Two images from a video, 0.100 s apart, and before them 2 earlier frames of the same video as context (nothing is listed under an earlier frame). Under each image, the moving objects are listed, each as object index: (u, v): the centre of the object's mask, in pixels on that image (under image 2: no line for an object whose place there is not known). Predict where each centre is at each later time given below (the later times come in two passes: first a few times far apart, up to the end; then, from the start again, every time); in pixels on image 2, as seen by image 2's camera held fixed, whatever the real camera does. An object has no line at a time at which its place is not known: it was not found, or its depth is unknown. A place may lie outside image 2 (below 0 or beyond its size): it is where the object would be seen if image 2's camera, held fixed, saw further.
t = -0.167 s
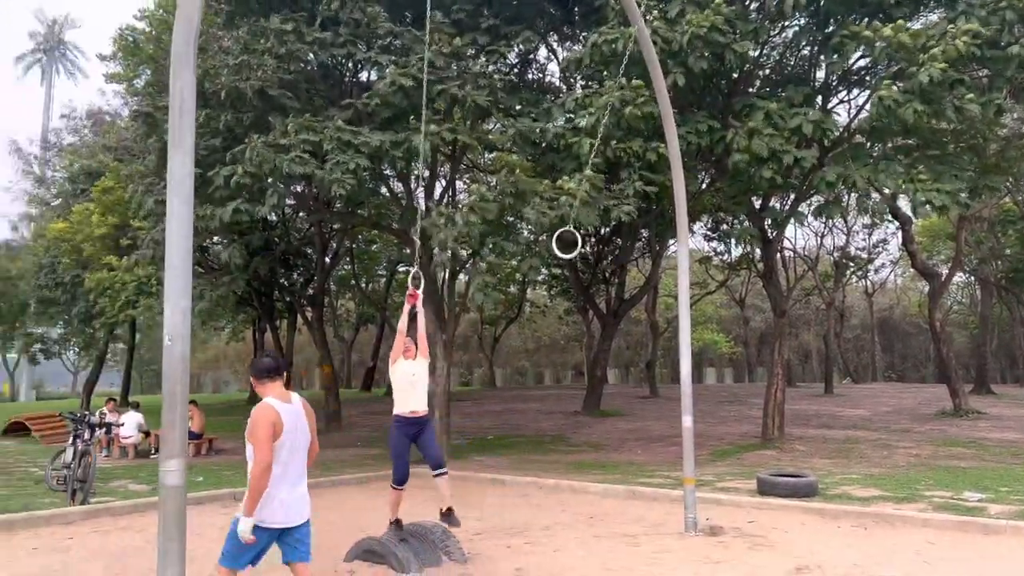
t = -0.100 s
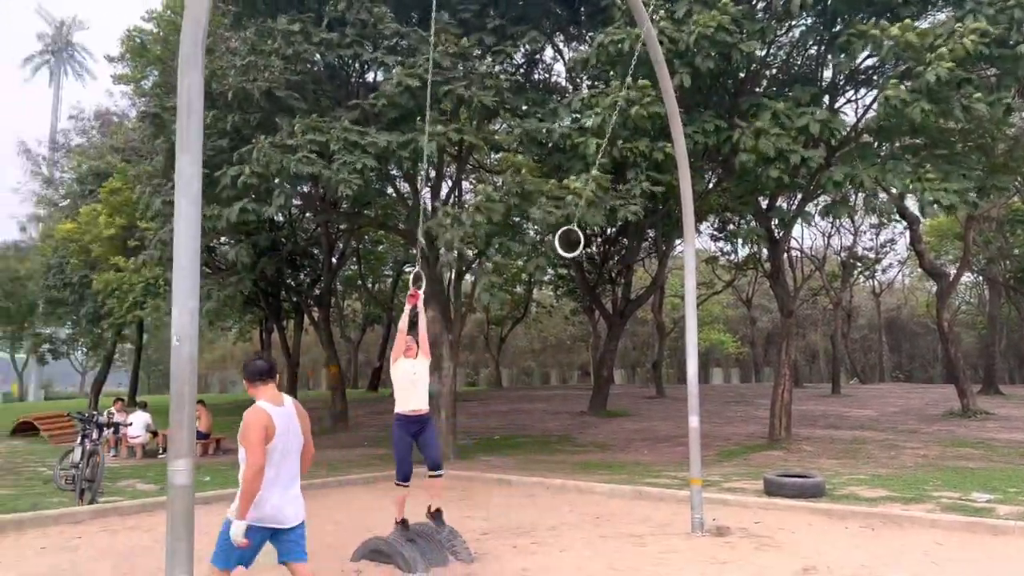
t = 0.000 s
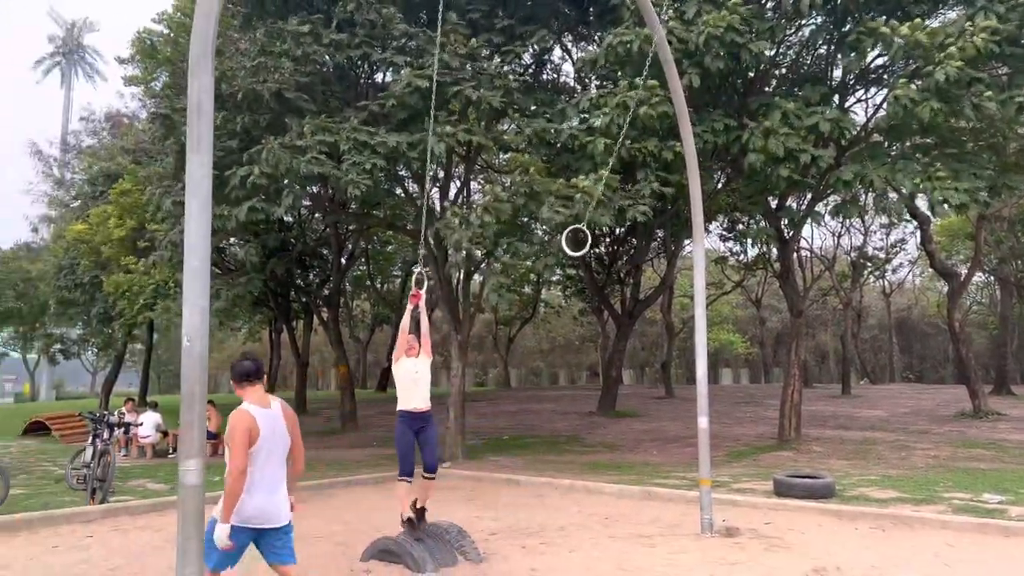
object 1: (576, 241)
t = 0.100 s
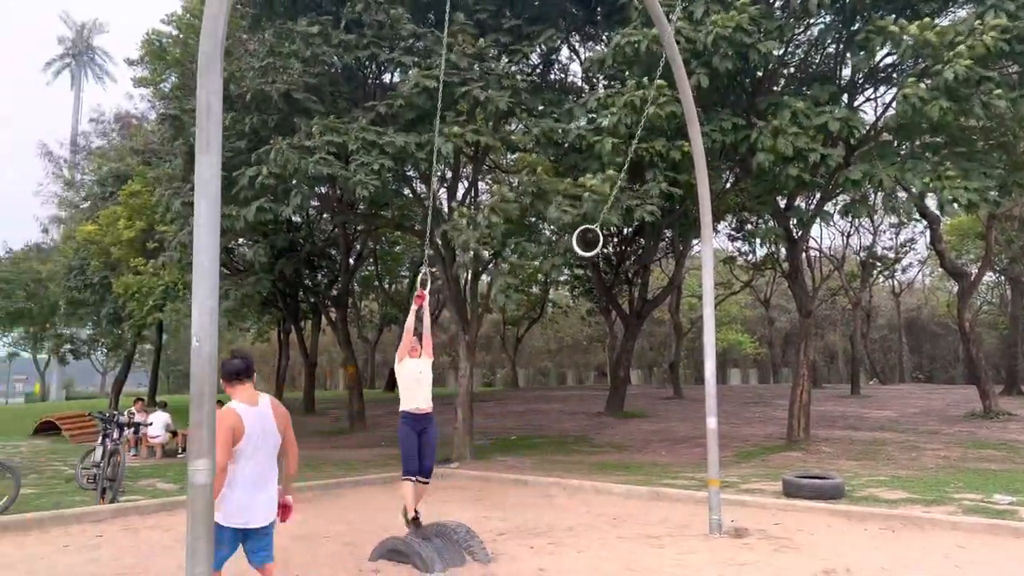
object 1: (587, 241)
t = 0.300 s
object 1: (612, 248)
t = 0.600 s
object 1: (688, 258)
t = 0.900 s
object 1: (784, 247)
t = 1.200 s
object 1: (862, 223)
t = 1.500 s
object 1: (909, 203)
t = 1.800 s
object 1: (891, 209)
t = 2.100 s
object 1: (800, 245)
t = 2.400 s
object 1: (703, 258)
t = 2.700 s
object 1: (641, 254)
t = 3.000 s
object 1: (602, 245)
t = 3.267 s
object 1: (597, 241)
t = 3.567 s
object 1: (638, 252)
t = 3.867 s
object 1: (725, 254)
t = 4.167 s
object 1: (800, 242)
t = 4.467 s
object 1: (867, 218)
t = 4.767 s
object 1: (897, 205)
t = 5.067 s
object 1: (857, 221)
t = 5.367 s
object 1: (763, 247)
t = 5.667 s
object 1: (684, 255)
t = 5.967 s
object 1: (629, 250)
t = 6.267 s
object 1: (599, 243)
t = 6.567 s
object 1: (609, 243)
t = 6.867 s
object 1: (669, 255)
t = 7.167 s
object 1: (750, 249)
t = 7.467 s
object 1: (819, 233)
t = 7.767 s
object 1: (874, 213)
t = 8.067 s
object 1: (881, 206)
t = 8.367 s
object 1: (819, 233)
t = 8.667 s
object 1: (733, 249)
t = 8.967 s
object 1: (669, 253)
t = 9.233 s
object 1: (629, 248)
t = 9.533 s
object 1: (607, 241)
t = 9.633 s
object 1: (610, 240)
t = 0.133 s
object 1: (590, 241)
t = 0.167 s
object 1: (593, 242)
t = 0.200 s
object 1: (597, 243)
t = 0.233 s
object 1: (601, 245)
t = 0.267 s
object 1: (606, 246)
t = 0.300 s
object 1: (612, 248)
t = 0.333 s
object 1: (619, 249)
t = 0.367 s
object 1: (625, 251)
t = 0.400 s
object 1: (633, 253)
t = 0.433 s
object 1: (642, 255)
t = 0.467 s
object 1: (651, 255)
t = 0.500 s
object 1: (660, 257)
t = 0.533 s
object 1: (670, 258)
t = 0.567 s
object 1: (680, 258)
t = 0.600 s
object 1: (688, 258)
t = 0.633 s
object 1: (701, 258)
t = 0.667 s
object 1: (714, 256)
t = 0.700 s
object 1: (729, 261)
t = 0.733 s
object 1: (731, 251)
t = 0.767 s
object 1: (744, 254)
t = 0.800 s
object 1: (756, 253)
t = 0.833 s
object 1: (765, 251)
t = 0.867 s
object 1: (775, 249)
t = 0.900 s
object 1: (784, 247)
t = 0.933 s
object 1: (794, 244)
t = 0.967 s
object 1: (803, 241)
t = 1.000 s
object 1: (814, 240)
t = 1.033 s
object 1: (822, 237)
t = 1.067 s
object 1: (831, 234)
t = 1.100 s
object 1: (837, 232)
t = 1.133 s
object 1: (850, 228)
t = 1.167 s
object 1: (855, 225)
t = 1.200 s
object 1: (862, 223)
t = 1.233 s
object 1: (870, 219)
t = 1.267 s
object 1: (877, 216)
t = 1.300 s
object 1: (883, 213)
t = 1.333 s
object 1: (889, 210)
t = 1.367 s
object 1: (894, 209)
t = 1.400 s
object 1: (899, 207)
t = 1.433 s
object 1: (903, 205)
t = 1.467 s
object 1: (906, 204)
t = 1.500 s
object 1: (909, 203)
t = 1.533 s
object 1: (911, 202)
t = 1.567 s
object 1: (910, 201)
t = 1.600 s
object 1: (909, 201)
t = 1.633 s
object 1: (908, 201)
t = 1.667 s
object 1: (906, 202)
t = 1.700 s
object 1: (903, 203)
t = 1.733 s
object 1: (899, 205)
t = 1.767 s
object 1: (896, 207)
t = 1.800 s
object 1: (891, 209)
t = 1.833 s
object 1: (882, 213)
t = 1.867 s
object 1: (875, 217)
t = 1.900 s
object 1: (866, 221)
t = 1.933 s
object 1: (857, 225)
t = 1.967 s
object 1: (847, 229)
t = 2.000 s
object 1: (835, 234)
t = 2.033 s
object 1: (825, 237)
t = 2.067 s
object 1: (814, 241)
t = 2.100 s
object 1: (800, 245)
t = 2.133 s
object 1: (789, 246)
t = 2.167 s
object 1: (777, 248)
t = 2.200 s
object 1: (766, 251)
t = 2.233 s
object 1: (757, 251)
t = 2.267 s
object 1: (746, 253)
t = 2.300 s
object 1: (736, 255)
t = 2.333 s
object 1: (727, 249)
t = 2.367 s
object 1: (717, 256)
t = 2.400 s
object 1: (703, 258)
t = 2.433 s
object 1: (692, 256)
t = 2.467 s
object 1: (687, 256)
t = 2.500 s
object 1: (680, 257)
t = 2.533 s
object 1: (673, 257)
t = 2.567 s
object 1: (666, 256)
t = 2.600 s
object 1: (659, 256)
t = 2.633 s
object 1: (653, 255)
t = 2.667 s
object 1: (646, 254)
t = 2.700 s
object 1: (641, 254)
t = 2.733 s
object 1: (635, 253)
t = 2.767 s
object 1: (630, 251)
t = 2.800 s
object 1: (625, 251)
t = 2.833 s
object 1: (621, 249)
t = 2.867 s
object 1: (616, 249)
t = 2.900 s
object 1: (612, 248)
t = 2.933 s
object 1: (609, 247)
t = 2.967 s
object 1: (605, 246)
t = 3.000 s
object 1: (602, 245)
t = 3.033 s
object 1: (600, 244)
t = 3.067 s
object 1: (597, 243)
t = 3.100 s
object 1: (596, 242)
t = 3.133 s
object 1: (595, 242)
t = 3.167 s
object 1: (594, 241)
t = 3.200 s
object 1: (595, 241)
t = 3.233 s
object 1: (596, 241)
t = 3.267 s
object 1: (597, 241)
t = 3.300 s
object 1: (599, 241)
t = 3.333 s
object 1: (602, 241)
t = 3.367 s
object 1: (605, 243)
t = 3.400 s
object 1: (609, 244)
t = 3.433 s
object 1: (614, 245)
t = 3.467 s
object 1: (619, 247)
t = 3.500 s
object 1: (625, 249)
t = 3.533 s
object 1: (631, 251)
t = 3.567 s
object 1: (638, 252)
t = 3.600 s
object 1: (646, 254)
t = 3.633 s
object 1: (654, 255)
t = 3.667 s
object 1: (663, 255)
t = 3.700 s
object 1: (673, 257)
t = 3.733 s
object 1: (681, 257)
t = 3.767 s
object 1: (689, 257)
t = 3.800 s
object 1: (698, 256)
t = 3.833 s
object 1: (714, 259)
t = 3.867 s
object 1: (725, 254)
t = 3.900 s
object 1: (730, 251)
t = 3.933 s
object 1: (740, 253)
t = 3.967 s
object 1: (748, 251)
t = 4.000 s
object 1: (759, 251)
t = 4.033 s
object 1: (767, 250)
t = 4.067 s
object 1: (776, 248)
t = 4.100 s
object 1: (785, 246)
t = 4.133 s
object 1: (793, 244)
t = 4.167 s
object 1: (800, 242)
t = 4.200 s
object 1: (809, 239)
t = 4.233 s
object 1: (817, 237)
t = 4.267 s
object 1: (826, 233)
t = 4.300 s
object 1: (833, 231)
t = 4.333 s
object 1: (839, 228)
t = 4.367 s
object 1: (847, 226)
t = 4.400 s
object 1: (854, 223)
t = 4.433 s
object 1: (861, 221)
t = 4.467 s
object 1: (867, 218)
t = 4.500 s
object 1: (873, 216)
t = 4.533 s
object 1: (878, 214)
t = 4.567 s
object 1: (883, 212)
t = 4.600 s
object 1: (888, 210)
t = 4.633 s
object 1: (891, 209)
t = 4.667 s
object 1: (893, 207)
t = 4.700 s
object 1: (896, 206)
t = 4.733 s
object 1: (897, 205)
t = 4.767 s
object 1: (897, 205)
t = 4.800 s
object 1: (896, 205)
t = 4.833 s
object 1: (895, 205)
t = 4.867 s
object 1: (893, 205)
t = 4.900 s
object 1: (890, 206)
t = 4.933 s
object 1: (886, 208)
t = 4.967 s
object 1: (880, 210)
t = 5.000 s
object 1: (873, 213)
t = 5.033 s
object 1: (867, 217)
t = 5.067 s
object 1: (857, 221)
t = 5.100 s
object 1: (849, 224)
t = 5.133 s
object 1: (843, 225)
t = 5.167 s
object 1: (830, 233)
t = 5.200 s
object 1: (821, 235)
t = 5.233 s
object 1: (810, 238)
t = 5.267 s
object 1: (795, 241)
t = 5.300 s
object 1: (785, 244)
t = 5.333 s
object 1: (774, 246)
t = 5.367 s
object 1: (763, 247)
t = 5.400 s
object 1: (752, 249)
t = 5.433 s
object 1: (743, 250)
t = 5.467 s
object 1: (732, 250)
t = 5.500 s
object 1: (726, 251)
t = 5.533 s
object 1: (717, 254)
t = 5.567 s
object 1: (701, 255)
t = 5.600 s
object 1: (691, 255)
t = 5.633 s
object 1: (689, 255)
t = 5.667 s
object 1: (684, 255)
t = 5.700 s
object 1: (675, 256)
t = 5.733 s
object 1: (668, 255)
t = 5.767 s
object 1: (662, 255)
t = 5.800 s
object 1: (656, 254)
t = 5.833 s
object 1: (650, 254)
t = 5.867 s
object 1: (644, 253)
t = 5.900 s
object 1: (639, 252)
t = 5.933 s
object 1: (634, 251)
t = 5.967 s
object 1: (629, 250)
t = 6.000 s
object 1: (625, 250)
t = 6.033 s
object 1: (620, 249)
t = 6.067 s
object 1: (616, 248)
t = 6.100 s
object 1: (612, 247)
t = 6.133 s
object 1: (609, 247)
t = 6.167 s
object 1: (605, 246)
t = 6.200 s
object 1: (603, 245)
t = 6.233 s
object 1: (600, 244)
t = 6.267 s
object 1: (599, 243)
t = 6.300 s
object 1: (598, 243)
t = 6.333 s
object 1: (597, 242)
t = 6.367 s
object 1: (597, 241)
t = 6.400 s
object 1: (598, 241)
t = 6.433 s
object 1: (599, 241)
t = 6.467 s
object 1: (600, 240)
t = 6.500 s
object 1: (603, 241)
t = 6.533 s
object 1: (606, 242)
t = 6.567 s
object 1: (609, 243)
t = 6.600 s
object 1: (614, 244)
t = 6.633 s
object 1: (618, 246)
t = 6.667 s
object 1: (624, 248)
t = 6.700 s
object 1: (630, 250)
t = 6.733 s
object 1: (637, 251)
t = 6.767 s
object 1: (645, 253)
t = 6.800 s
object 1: (652, 254)
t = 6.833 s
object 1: (661, 254)
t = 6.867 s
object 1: (669, 255)
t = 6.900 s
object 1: (678, 255)
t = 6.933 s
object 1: (686, 255)
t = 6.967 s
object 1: (691, 254)
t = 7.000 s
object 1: (703, 255)
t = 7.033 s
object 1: (717, 252)
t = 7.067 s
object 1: (727, 252)
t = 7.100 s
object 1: (732, 248)
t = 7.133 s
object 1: (742, 251)
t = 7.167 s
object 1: (750, 249)
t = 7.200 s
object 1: (759, 248)
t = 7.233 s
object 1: (766, 247)
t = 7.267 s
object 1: (775, 246)
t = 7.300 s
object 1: (782, 244)
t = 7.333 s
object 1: (791, 242)
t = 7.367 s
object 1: (796, 240)
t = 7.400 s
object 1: (801, 238)
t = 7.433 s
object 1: (813, 235)
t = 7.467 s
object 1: (819, 233)
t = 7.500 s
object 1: (827, 231)
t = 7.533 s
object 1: (833, 229)
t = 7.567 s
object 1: (840, 225)
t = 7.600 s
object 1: (846, 223)
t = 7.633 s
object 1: (852, 221)
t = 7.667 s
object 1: (857, 219)
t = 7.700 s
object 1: (863, 218)
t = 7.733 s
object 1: (869, 215)
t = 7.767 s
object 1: (874, 213)
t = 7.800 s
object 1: (877, 212)
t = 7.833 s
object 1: (881, 210)
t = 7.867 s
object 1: (884, 208)
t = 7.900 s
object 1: (886, 207)
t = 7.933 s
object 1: (887, 206)
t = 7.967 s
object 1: (887, 206)
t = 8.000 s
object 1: (886, 205)
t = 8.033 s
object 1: (884, 206)
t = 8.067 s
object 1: (881, 206)
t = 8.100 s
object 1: (877, 207)
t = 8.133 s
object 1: (872, 210)
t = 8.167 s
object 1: (867, 212)
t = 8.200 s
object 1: (861, 216)
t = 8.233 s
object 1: (853, 219)
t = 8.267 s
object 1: (846, 222)
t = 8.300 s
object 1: (838, 226)
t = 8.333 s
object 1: (830, 229)
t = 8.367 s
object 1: (819, 233)
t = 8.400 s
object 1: (809, 237)
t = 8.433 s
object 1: (798, 239)
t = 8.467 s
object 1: (789, 241)
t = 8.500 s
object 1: (778, 244)
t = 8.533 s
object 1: (769, 245)
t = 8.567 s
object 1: (759, 247)
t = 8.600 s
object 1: (749, 249)
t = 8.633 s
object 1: (741, 248)
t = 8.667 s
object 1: (733, 249)
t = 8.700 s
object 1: (726, 252)
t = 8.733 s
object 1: (719, 254)
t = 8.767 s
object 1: (714, 253)
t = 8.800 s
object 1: (694, 255)
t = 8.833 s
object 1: (691, 253)
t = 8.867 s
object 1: (687, 254)
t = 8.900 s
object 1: (681, 254)
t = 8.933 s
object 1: (675, 254)
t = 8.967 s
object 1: (669, 253)
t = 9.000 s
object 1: (663, 253)
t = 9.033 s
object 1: (658, 252)
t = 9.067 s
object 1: (652, 251)
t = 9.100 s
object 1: (647, 251)
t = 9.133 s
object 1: (642, 250)
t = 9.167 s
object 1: (638, 249)
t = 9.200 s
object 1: (633, 249)
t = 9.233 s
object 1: (629, 248)
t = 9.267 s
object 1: (625, 247)
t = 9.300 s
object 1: (621, 247)
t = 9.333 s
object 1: (618, 246)
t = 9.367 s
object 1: (615, 245)
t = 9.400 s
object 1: (612, 244)
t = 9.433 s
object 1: (610, 244)
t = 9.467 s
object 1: (609, 243)
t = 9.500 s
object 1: (608, 242)
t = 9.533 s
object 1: (607, 241)
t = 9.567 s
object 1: (607, 241)
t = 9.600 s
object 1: (608, 240)
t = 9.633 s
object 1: (610, 240)
